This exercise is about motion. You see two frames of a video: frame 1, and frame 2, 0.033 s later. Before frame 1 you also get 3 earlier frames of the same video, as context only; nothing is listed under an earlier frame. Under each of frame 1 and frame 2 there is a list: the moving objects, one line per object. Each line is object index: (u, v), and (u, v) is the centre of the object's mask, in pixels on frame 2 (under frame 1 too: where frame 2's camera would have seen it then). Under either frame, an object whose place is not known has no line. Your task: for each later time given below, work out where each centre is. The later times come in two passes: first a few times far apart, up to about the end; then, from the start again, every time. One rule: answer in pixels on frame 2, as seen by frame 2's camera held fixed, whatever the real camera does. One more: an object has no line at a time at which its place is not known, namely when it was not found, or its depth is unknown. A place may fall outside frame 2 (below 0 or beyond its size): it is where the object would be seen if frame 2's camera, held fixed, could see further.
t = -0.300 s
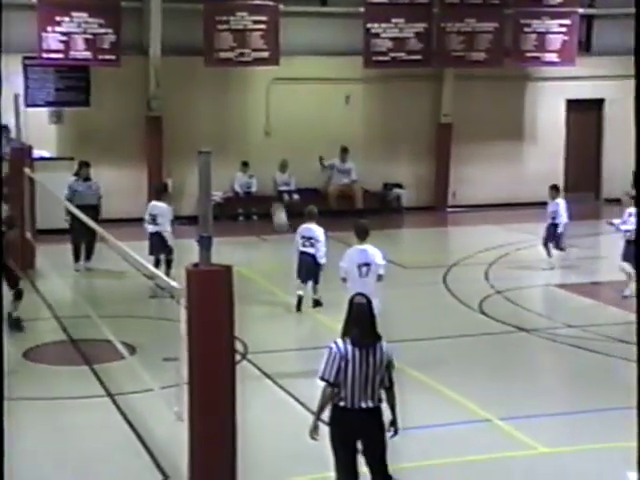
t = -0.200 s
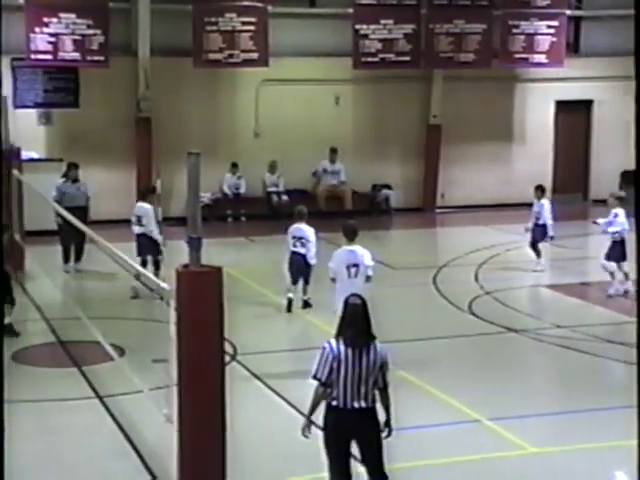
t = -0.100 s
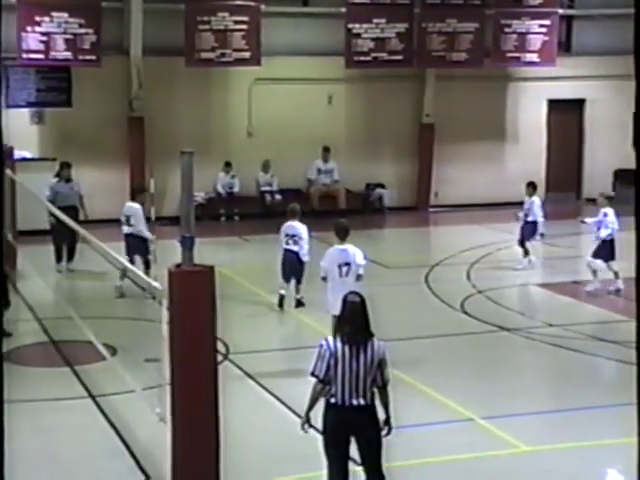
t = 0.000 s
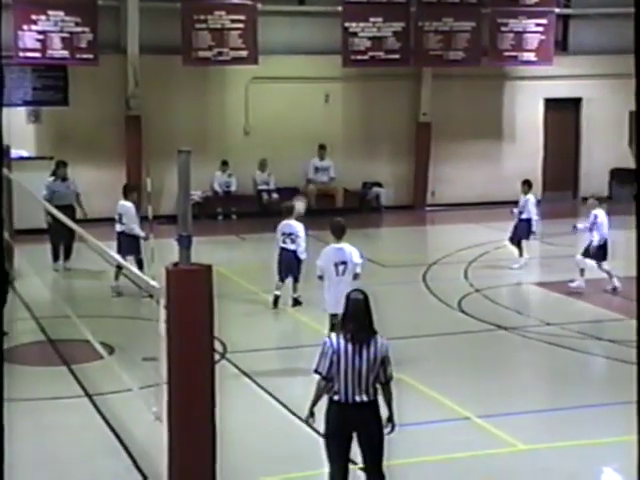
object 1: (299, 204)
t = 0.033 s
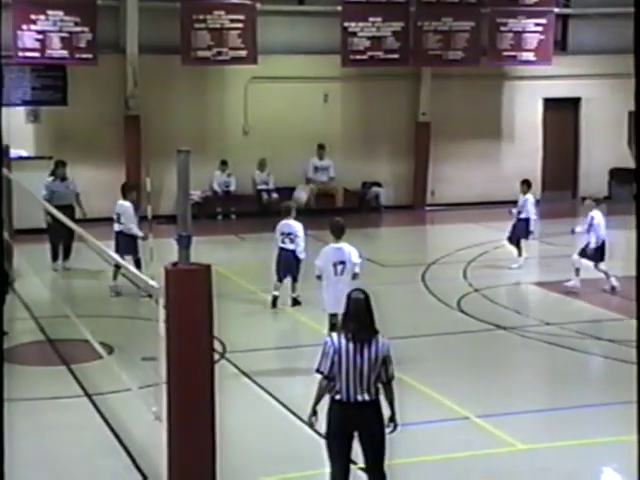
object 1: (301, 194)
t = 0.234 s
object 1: (319, 144)
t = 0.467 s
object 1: (337, 124)
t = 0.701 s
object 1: (355, 143)
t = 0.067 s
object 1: (302, 185)
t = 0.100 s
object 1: (306, 174)
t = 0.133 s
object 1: (306, 163)
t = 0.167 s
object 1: (311, 156)
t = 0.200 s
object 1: (314, 150)
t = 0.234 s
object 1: (319, 144)
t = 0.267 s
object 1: (321, 140)
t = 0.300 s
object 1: (323, 135)
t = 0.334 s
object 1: (326, 131)
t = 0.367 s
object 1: (328, 128)
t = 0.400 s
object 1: (331, 125)
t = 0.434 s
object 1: (334, 124)
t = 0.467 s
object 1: (337, 124)
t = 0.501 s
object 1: (340, 125)
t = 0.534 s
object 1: (342, 126)
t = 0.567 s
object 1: (344, 128)
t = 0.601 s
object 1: (347, 131)
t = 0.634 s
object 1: (350, 134)
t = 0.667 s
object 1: (352, 139)
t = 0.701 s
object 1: (355, 143)
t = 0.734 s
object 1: (357, 148)
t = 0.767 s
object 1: (360, 154)
